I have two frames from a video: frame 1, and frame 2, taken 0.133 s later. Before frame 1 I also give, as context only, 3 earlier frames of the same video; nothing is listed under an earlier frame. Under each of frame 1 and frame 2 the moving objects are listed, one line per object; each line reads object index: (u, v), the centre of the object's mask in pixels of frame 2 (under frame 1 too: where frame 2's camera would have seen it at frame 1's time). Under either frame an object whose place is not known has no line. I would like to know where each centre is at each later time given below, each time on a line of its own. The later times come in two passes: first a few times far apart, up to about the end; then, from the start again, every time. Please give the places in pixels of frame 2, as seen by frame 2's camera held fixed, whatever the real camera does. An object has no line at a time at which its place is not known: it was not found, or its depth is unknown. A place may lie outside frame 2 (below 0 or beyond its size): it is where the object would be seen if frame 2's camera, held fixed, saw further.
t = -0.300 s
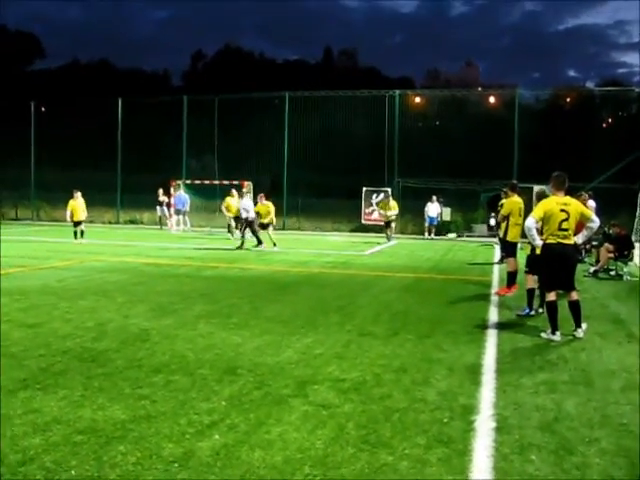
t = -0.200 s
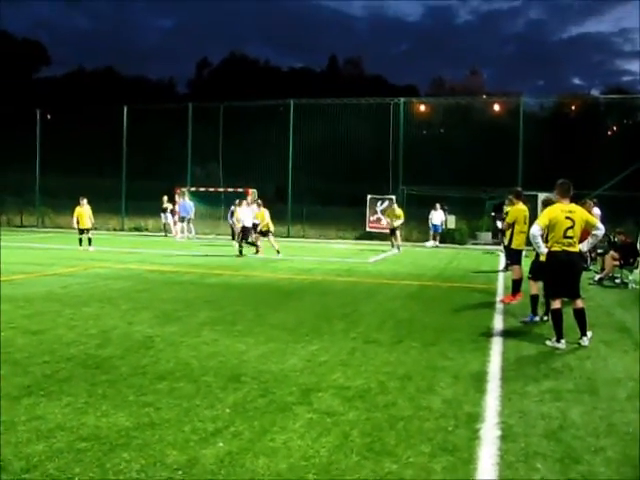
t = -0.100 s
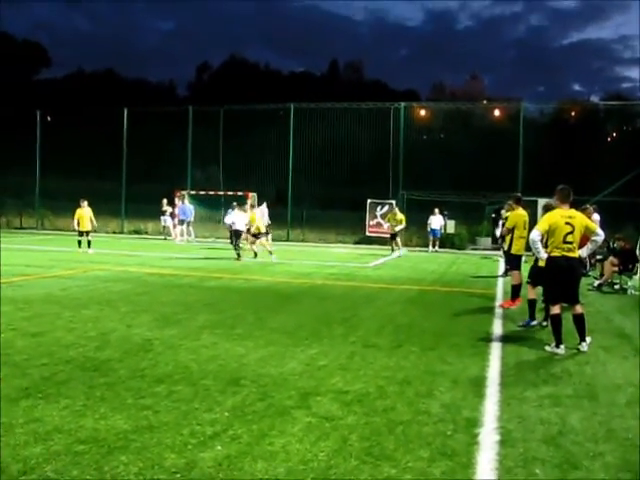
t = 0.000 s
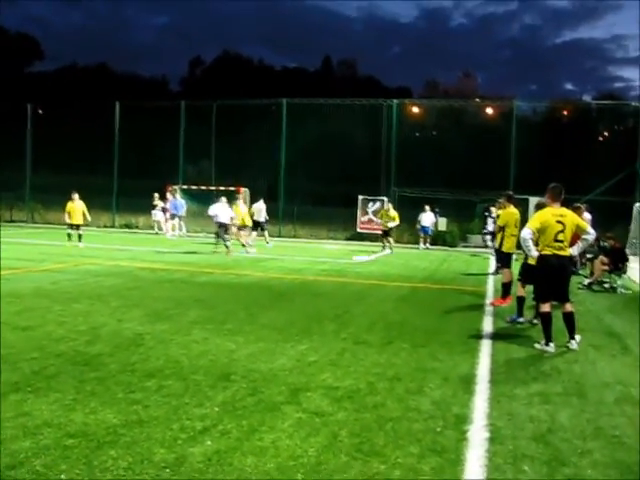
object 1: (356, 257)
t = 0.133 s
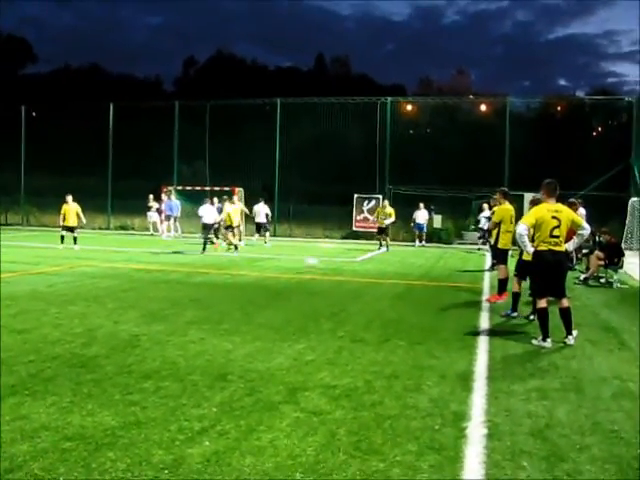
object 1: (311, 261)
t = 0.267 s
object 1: (262, 267)
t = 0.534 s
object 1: (142, 287)
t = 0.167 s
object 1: (299, 261)
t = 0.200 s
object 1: (287, 263)
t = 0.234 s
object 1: (275, 266)
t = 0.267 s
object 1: (262, 267)
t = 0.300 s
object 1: (249, 270)
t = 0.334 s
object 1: (234, 275)
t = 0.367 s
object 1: (219, 279)
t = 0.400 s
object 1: (205, 280)
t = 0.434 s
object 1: (191, 281)
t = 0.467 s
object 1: (175, 282)
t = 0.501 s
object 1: (159, 284)
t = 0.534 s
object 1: (142, 287)
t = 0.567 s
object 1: (124, 292)
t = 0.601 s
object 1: (105, 296)
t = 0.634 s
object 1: (87, 299)
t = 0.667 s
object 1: (68, 300)
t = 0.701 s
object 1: (48, 302)
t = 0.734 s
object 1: (26, 306)
